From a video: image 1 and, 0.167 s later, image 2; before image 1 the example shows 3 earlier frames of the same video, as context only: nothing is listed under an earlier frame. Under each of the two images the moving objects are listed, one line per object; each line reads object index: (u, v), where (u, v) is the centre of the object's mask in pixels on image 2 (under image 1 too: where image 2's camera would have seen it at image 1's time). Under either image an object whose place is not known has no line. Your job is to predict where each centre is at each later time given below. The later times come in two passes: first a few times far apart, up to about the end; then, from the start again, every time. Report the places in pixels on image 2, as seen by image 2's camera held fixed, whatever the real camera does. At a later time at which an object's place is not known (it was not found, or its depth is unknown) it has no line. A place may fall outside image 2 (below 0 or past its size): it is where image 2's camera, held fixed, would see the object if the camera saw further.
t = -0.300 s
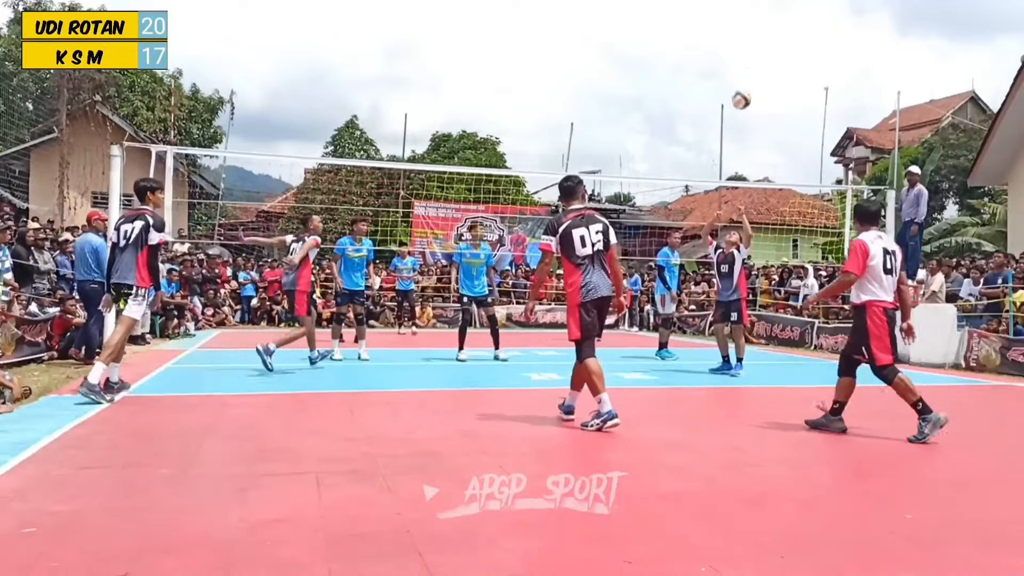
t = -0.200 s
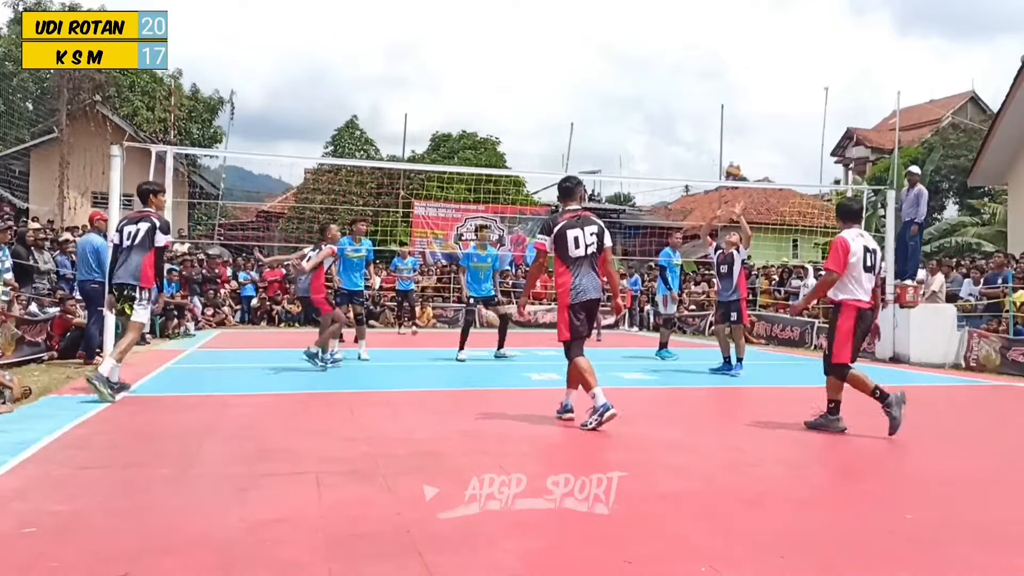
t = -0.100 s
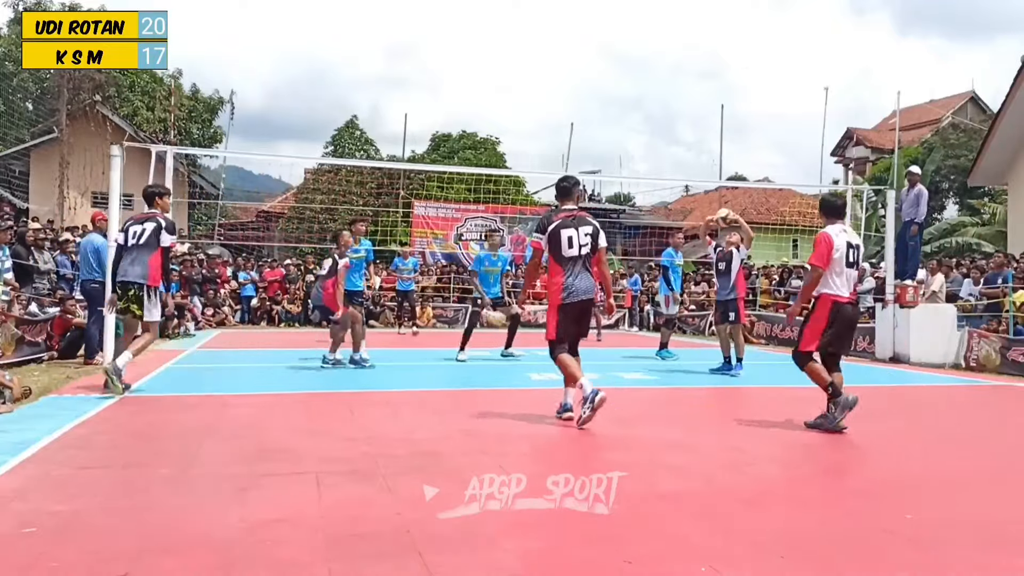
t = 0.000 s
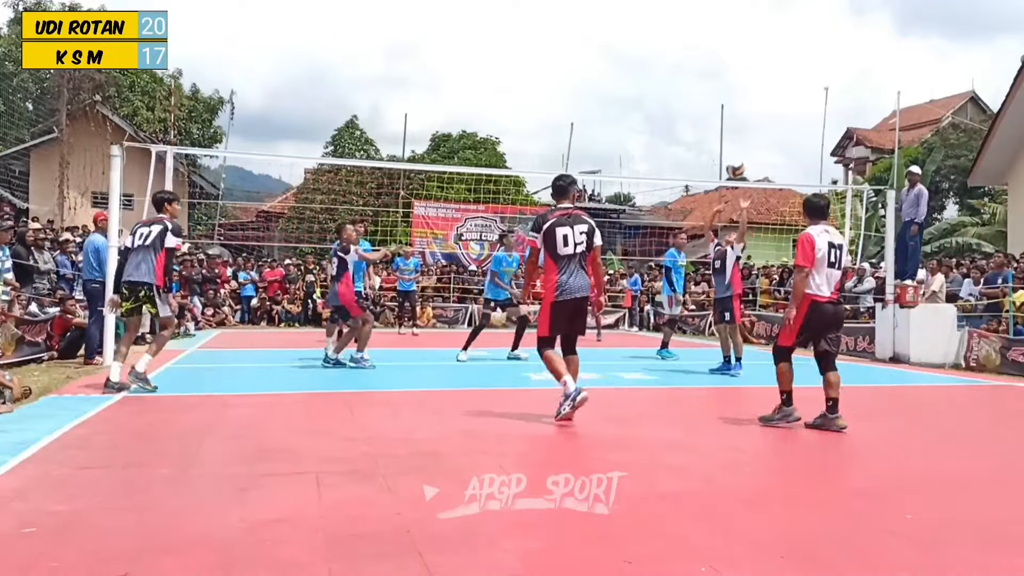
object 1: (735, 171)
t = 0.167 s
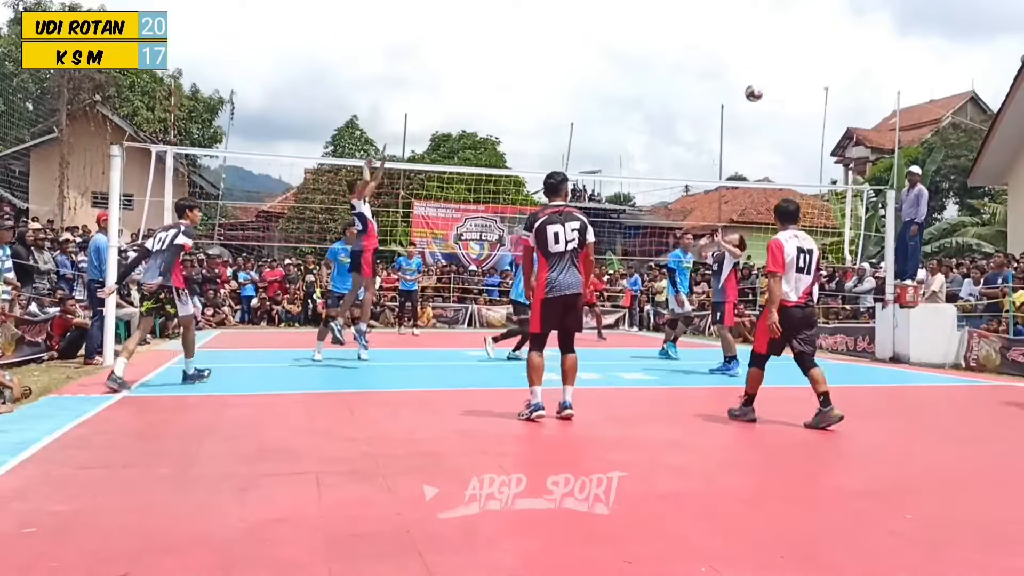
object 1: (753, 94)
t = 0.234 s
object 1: (760, 70)
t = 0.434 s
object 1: (781, 22)
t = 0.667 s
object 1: (804, 11)
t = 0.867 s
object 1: (822, 39)
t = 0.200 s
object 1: (757, 81)
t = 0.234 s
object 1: (760, 70)
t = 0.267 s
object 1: (764, 59)
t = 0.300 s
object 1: (767, 50)
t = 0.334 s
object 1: (771, 41)
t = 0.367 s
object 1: (775, 34)
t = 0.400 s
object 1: (778, 27)
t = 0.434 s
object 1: (781, 22)
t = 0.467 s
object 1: (785, 17)
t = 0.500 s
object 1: (788, 14)
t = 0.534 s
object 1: (791, 11)
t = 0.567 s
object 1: (795, 10)
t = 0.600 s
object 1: (798, 9)
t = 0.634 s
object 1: (801, 10)
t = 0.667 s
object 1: (804, 11)
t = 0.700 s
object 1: (807, 13)
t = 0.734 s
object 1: (810, 16)
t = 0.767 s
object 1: (813, 21)
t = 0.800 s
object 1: (816, 26)
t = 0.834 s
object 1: (819, 32)
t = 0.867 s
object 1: (822, 39)
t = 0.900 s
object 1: (825, 47)
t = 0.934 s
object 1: (827, 56)
